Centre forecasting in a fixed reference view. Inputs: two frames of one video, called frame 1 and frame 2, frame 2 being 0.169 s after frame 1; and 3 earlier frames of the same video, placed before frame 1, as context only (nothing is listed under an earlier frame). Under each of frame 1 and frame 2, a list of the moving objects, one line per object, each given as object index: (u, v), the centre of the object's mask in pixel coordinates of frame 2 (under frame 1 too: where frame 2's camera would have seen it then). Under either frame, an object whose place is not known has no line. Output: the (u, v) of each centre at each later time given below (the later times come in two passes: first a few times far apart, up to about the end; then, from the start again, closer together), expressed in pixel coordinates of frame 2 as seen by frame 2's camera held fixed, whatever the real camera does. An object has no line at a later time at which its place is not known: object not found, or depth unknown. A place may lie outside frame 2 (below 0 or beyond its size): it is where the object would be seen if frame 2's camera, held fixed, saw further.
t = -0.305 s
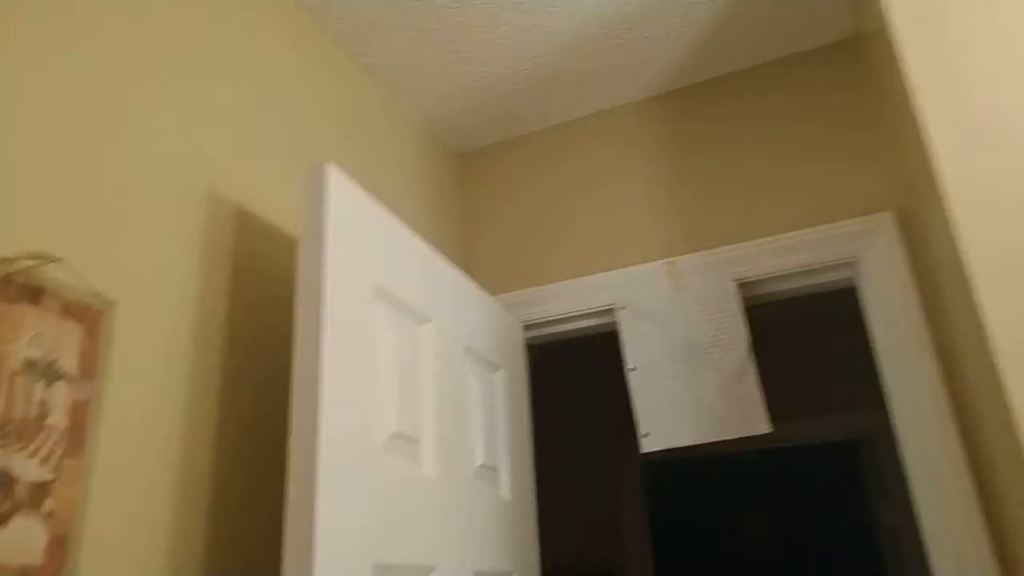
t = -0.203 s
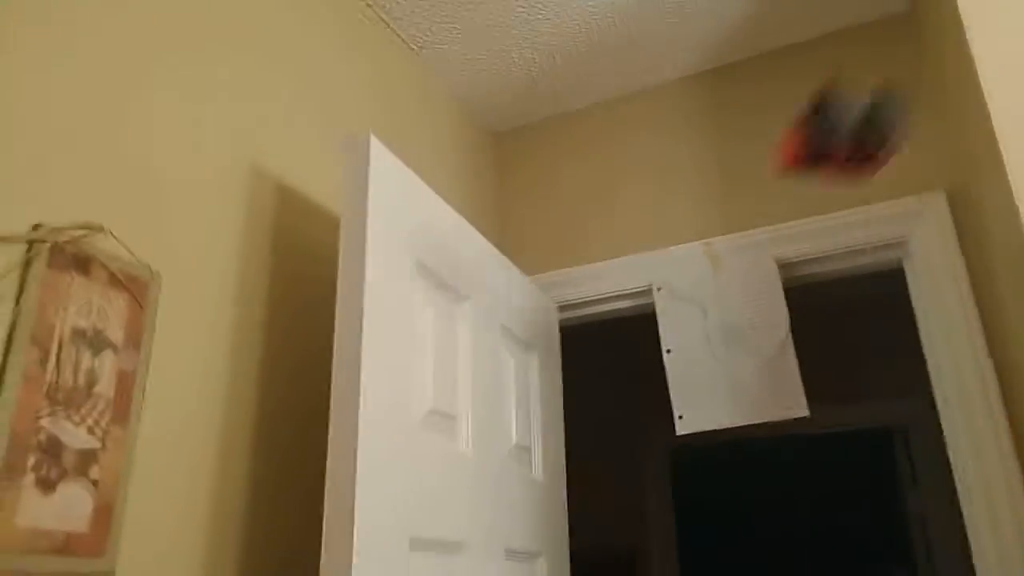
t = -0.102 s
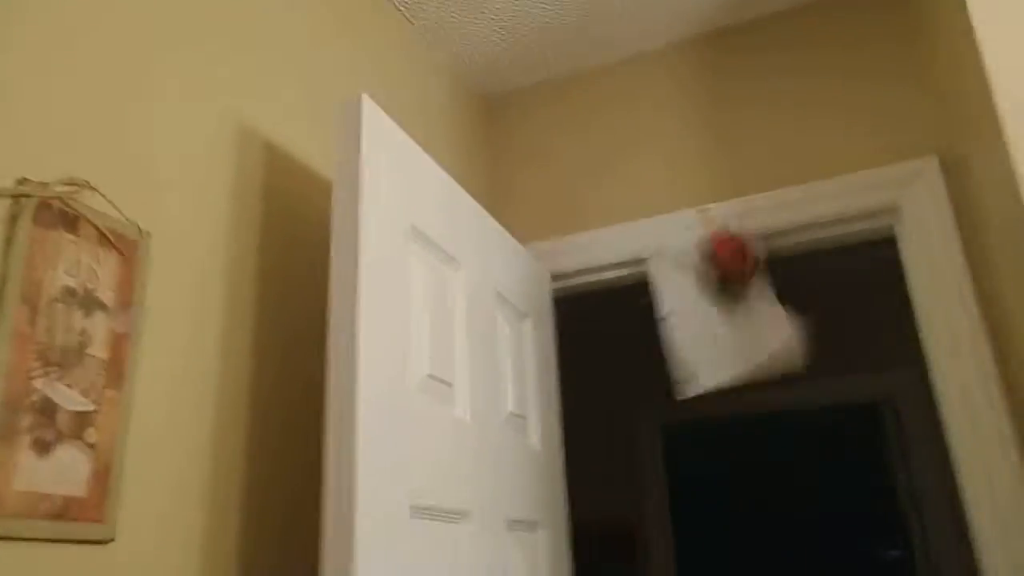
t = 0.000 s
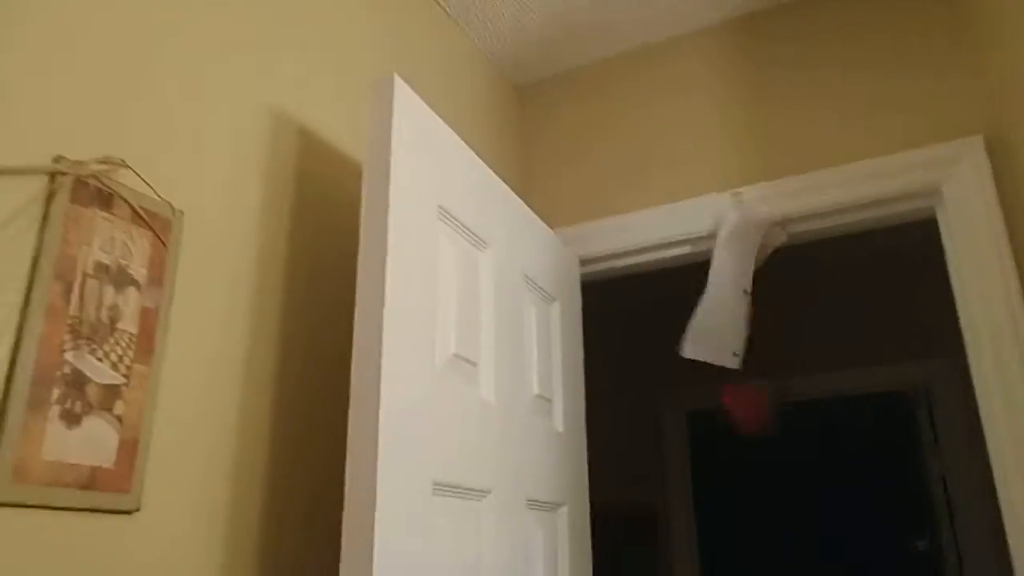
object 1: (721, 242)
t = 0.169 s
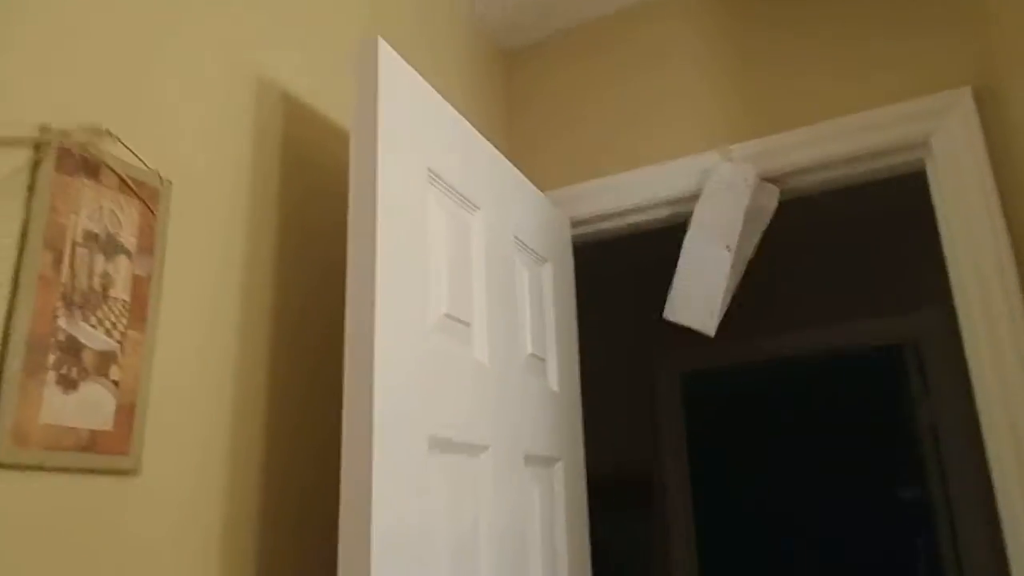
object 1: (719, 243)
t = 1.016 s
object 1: (741, 244)
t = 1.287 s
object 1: (737, 245)
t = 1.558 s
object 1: (736, 246)
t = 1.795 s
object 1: (737, 246)
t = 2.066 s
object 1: (736, 247)
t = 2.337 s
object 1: (735, 247)
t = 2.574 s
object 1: (736, 247)
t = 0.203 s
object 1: (723, 243)
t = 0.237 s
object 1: (728, 245)
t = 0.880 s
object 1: (741, 244)
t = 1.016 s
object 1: (741, 244)
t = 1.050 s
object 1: (740, 243)
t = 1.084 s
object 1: (740, 243)
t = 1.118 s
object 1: (739, 244)
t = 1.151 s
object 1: (739, 243)
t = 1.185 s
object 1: (738, 246)
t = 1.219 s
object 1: (738, 247)
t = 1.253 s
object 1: (738, 245)
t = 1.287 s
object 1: (737, 245)
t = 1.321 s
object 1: (737, 244)
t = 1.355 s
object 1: (736, 245)
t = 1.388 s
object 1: (736, 244)
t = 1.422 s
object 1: (736, 245)
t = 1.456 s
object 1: (736, 246)
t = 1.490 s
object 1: (736, 246)
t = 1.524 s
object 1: (735, 246)
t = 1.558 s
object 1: (736, 246)
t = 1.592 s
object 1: (736, 246)
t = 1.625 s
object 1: (736, 246)
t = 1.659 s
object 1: (736, 247)
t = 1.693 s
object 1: (737, 246)
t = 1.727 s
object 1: (737, 247)
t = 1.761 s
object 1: (737, 247)
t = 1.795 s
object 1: (737, 246)
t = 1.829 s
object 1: (737, 246)
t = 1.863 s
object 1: (737, 246)
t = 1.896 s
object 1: (737, 247)
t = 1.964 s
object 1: (736, 247)
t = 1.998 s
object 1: (736, 246)
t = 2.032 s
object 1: (736, 247)
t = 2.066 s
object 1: (736, 247)
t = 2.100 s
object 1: (736, 247)
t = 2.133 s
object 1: (735, 247)
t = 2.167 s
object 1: (735, 247)
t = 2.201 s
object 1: (735, 247)
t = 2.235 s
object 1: (735, 247)
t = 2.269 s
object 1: (735, 247)
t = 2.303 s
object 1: (735, 247)
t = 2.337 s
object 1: (735, 247)
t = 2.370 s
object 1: (735, 247)
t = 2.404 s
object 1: (736, 247)
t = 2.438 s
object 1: (736, 247)
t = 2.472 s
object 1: (736, 247)
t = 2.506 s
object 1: (736, 247)
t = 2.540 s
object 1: (736, 247)
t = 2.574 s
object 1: (736, 247)
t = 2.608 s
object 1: (736, 246)
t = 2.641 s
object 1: (736, 248)
